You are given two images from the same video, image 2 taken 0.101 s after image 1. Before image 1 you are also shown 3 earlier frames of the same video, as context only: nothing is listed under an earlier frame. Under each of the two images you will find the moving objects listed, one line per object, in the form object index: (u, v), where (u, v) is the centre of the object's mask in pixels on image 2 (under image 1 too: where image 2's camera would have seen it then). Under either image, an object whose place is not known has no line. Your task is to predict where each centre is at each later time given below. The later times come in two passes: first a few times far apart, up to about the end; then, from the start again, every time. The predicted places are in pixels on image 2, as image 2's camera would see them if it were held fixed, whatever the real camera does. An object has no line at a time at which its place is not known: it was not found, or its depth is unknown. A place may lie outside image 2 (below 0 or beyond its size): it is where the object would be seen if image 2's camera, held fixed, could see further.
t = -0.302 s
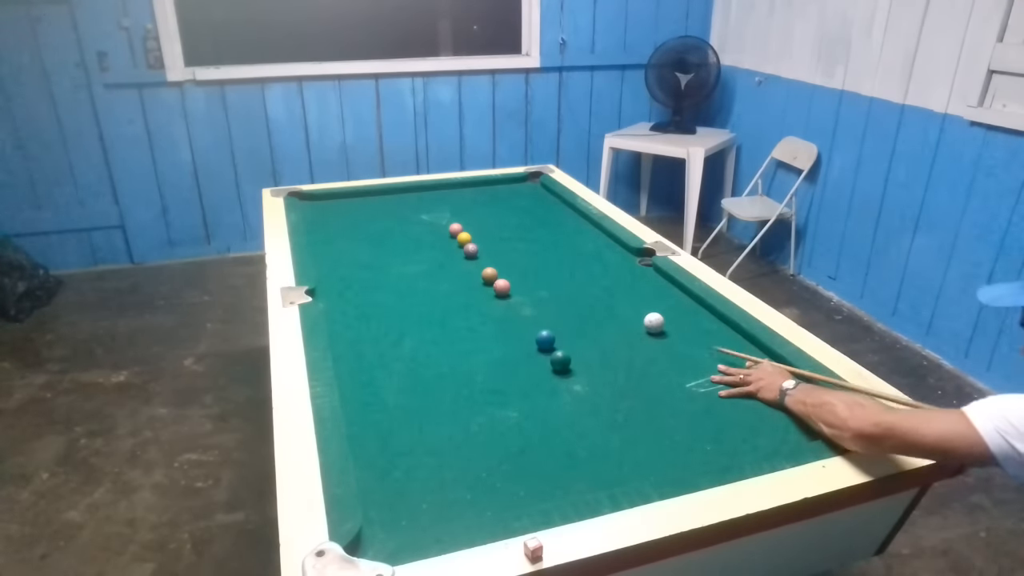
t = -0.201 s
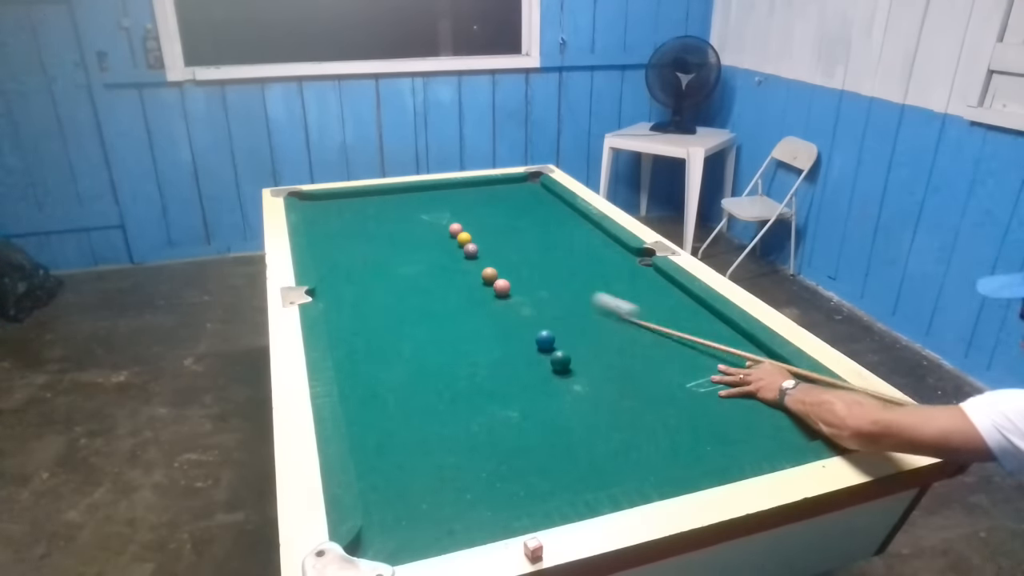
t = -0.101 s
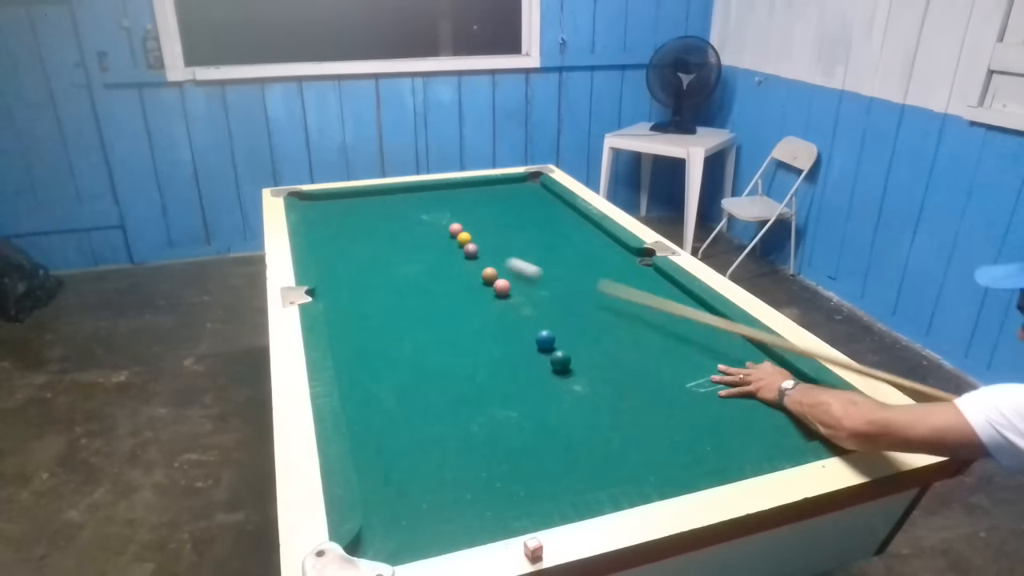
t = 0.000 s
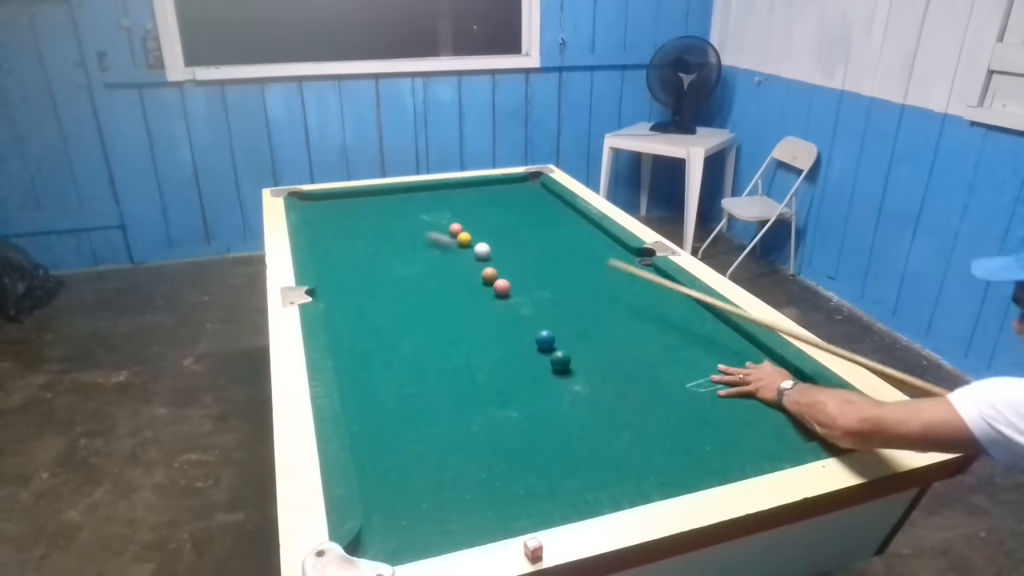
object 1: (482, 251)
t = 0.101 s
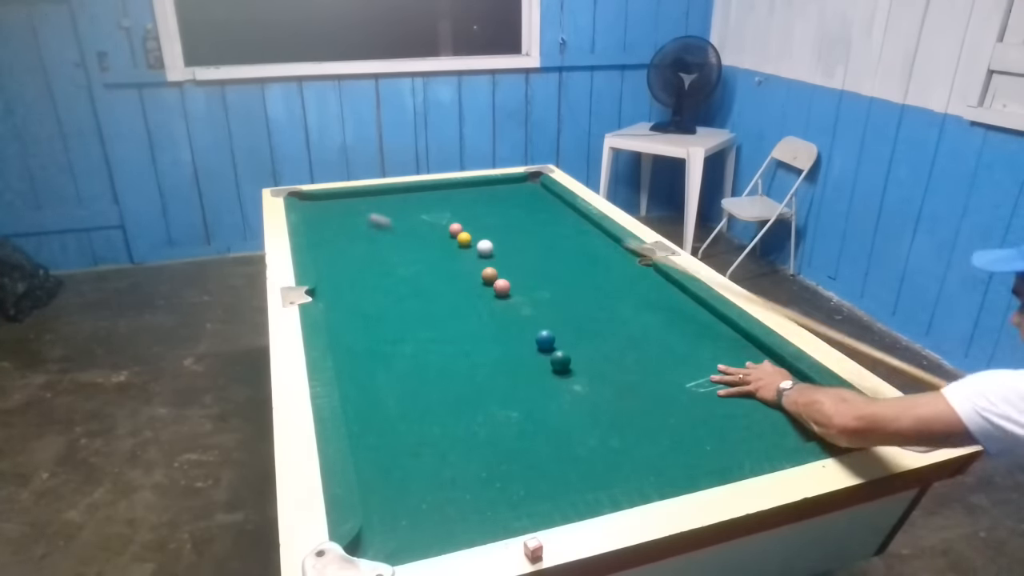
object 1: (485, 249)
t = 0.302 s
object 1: (495, 246)
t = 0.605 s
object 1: (509, 244)
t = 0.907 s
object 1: (519, 243)
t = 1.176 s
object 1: (525, 242)
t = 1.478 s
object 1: (530, 242)
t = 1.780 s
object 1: (533, 241)
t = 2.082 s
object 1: (532, 241)
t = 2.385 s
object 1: (532, 241)
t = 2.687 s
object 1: (532, 241)
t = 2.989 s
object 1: (532, 241)
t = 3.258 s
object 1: (532, 241)
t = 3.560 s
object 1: (532, 241)
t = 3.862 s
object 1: (532, 241)
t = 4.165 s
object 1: (532, 241)
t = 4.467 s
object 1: (532, 242)
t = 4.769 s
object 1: (532, 241)
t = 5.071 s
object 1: (532, 241)
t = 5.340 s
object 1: (532, 241)
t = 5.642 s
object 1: (532, 241)
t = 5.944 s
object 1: (532, 241)
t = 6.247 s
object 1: (532, 241)
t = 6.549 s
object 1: (532, 241)
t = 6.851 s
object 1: (532, 241)
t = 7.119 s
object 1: (532, 241)
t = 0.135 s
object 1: (486, 248)
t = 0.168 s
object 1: (489, 248)
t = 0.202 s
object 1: (490, 248)
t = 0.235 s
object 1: (492, 247)
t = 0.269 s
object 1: (494, 247)
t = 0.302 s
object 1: (495, 246)
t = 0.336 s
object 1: (497, 246)
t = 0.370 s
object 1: (499, 246)
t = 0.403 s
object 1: (500, 246)
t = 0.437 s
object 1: (502, 246)
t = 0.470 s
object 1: (503, 245)
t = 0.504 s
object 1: (505, 245)
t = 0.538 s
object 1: (506, 245)
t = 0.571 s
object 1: (507, 244)
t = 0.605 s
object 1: (509, 244)
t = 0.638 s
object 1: (510, 244)
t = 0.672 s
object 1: (511, 244)
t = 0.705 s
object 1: (512, 244)
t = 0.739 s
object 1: (514, 244)
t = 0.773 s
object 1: (515, 243)
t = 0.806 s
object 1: (516, 243)
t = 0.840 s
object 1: (517, 243)
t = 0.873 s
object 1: (518, 243)
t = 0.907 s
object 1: (519, 243)
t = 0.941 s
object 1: (520, 243)
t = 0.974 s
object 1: (521, 243)
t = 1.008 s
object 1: (521, 242)
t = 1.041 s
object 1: (522, 242)
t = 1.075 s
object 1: (523, 242)
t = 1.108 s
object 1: (524, 242)
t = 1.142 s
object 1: (525, 242)
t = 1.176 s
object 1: (525, 242)
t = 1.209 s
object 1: (526, 242)
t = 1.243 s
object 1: (527, 242)
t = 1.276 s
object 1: (527, 242)
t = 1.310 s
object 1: (528, 242)
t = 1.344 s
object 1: (528, 242)
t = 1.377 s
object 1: (529, 242)
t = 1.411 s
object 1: (529, 242)
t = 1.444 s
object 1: (530, 242)
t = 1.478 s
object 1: (530, 242)
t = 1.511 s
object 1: (530, 242)
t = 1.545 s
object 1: (531, 242)
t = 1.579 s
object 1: (531, 242)
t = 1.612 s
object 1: (532, 242)
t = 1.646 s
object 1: (532, 242)
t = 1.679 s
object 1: (532, 241)
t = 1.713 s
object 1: (532, 241)
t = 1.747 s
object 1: (532, 241)
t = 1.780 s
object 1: (533, 241)
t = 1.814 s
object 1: (532, 241)
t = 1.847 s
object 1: (532, 241)
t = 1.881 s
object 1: (532, 241)
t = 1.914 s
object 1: (532, 241)
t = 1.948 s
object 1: (532, 241)
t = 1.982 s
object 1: (532, 241)
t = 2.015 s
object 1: (532, 241)
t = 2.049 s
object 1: (532, 241)
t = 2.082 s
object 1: (532, 241)
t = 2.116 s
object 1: (532, 242)
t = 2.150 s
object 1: (533, 242)
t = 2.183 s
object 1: (532, 242)
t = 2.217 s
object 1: (532, 242)
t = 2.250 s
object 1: (532, 241)
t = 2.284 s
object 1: (532, 241)
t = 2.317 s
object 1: (532, 242)
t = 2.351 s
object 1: (532, 241)
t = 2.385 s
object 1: (532, 241)
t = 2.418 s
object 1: (532, 242)
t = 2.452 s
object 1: (532, 242)
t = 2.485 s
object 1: (532, 242)
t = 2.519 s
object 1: (532, 241)
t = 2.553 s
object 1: (532, 241)
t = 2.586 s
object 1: (532, 241)
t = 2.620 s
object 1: (532, 242)
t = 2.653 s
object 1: (532, 241)
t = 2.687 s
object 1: (532, 241)
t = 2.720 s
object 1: (532, 241)
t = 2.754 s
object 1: (532, 241)
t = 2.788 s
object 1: (532, 241)
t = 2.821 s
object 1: (532, 241)
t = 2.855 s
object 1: (532, 241)
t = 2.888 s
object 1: (532, 241)
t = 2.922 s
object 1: (532, 242)
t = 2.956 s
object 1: (532, 241)
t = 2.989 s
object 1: (532, 241)
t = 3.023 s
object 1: (532, 241)
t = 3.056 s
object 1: (532, 241)
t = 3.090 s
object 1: (532, 241)
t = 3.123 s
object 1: (532, 241)
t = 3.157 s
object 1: (532, 241)
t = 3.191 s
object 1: (532, 241)
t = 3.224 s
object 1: (532, 241)
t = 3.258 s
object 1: (532, 241)
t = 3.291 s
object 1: (532, 241)
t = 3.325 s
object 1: (532, 241)
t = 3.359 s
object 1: (532, 241)
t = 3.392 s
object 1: (532, 241)
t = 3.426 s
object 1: (532, 241)
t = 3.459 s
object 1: (532, 241)
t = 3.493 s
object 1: (532, 242)
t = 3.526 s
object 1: (532, 241)
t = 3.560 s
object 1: (532, 241)
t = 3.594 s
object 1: (532, 241)
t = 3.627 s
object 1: (532, 241)
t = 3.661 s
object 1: (532, 241)
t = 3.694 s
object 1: (532, 241)
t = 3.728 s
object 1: (532, 241)
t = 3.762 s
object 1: (532, 241)
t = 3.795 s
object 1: (532, 241)
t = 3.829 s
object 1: (532, 241)
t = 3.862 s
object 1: (532, 241)
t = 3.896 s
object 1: (532, 241)
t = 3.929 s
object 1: (532, 241)
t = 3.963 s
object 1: (532, 241)
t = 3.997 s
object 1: (532, 241)
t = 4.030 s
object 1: (532, 241)
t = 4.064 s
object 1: (532, 241)
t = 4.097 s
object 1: (532, 241)
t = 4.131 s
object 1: (532, 241)
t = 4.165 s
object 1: (532, 241)
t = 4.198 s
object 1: (532, 241)
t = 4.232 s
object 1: (532, 241)
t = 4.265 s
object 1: (532, 241)
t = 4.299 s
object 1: (532, 241)
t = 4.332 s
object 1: (532, 241)
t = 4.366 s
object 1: (532, 241)
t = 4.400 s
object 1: (532, 241)
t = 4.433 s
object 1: (532, 241)
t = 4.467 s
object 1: (532, 242)
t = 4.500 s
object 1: (532, 242)
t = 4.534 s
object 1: (532, 241)
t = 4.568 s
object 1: (532, 241)
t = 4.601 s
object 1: (532, 242)
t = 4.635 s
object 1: (532, 241)
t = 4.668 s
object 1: (532, 241)
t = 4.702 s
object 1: (532, 241)
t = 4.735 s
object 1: (532, 241)
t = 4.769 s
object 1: (532, 241)
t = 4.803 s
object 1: (532, 241)
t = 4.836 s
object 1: (532, 241)
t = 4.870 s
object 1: (532, 241)
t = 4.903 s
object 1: (532, 241)
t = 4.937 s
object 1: (532, 241)
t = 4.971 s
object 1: (532, 241)
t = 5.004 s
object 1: (532, 241)
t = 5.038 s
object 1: (532, 241)
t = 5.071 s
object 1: (532, 241)
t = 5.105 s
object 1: (532, 241)
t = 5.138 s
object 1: (532, 241)
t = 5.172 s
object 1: (532, 241)
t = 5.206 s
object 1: (532, 241)
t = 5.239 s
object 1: (532, 241)
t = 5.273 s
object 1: (532, 241)
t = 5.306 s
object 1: (532, 241)
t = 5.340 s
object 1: (532, 241)
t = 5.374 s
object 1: (532, 241)
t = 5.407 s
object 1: (532, 241)
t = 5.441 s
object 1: (532, 241)
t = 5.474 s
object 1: (532, 241)
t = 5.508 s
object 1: (532, 241)
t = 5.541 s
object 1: (532, 241)
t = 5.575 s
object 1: (532, 242)
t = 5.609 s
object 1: (532, 242)
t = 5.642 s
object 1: (532, 241)
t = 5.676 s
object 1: (532, 241)
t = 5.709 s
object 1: (532, 241)
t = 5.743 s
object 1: (532, 241)
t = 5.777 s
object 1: (532, 241)
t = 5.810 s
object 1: (532, 241)
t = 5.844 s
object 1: (532, 241)
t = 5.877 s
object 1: (532, 241)
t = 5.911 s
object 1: (532, 241)
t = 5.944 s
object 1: (532, 241)
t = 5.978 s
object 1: (532, 241)
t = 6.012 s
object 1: (532, 241)
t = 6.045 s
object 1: (532, 241)
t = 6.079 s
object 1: (532, 241)
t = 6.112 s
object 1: (532, 241)
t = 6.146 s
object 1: (532, 241)
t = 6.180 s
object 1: (532, 241)
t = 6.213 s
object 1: (532, 241)
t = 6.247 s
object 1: (532, 241)
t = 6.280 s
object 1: (532, 241)
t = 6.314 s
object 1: (532, 241)
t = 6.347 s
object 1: (532, 241)
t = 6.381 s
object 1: (532, 241)
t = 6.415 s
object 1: (532, 241)
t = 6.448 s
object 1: (532, 241)
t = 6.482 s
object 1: (532, 241)
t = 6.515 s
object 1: (532, 241)
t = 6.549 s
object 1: (532, 241)
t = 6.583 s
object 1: (532, 241)
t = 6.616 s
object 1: (532, 241)
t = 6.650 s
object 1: (532, 241)
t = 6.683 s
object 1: (532, 241)
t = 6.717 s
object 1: (532, 241)
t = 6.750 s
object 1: (532, 241)
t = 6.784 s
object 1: (532, 241)
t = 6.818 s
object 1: (532, 241)
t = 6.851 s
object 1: (532, 241)
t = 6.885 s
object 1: (532, 241)
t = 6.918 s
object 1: (532, 241)
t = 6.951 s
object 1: (532, 241)
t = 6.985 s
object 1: (532, 241)
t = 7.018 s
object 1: (532, 241)
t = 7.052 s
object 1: (532, 241)
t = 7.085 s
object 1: (532, 241)
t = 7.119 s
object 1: (532, 241)
